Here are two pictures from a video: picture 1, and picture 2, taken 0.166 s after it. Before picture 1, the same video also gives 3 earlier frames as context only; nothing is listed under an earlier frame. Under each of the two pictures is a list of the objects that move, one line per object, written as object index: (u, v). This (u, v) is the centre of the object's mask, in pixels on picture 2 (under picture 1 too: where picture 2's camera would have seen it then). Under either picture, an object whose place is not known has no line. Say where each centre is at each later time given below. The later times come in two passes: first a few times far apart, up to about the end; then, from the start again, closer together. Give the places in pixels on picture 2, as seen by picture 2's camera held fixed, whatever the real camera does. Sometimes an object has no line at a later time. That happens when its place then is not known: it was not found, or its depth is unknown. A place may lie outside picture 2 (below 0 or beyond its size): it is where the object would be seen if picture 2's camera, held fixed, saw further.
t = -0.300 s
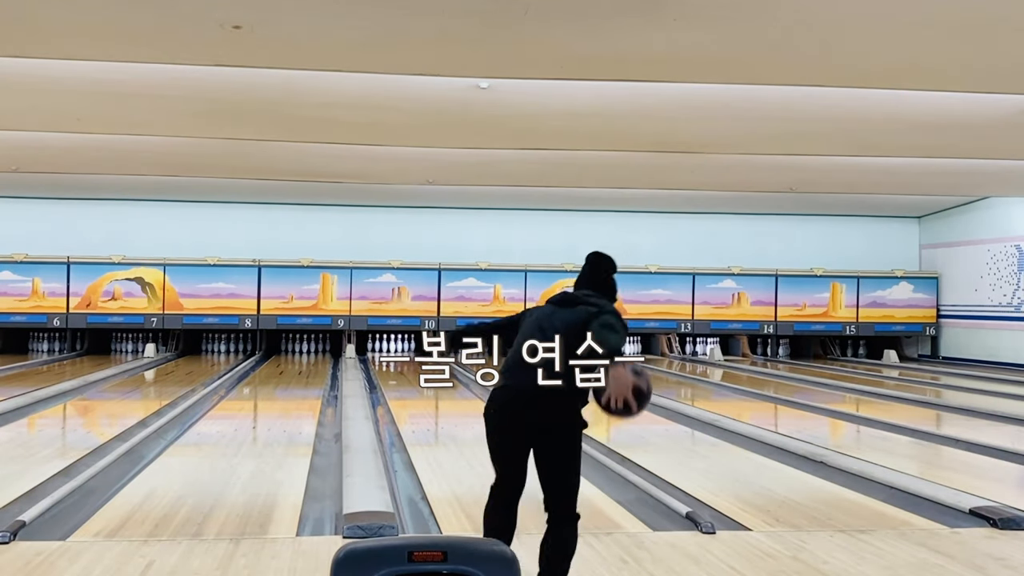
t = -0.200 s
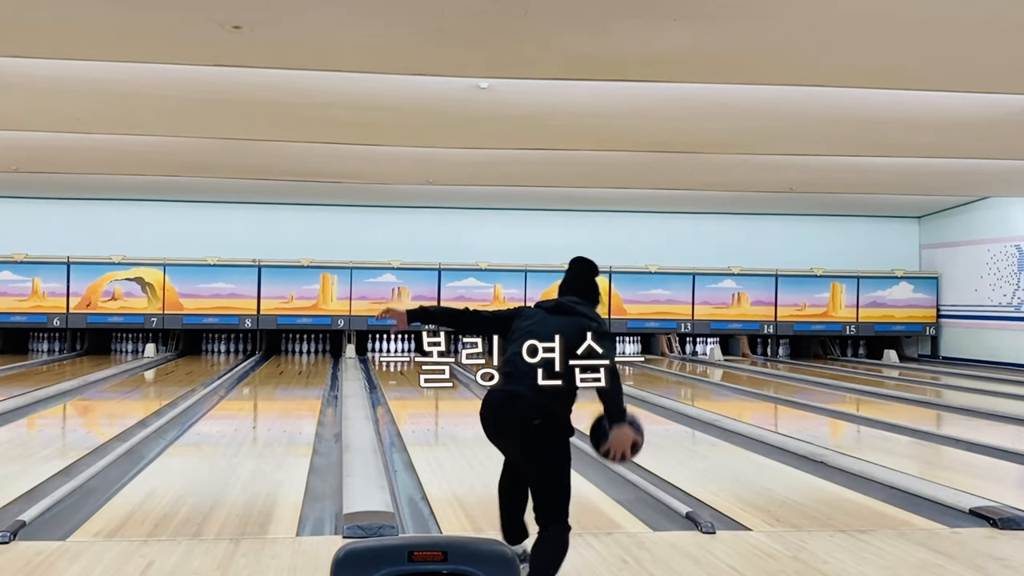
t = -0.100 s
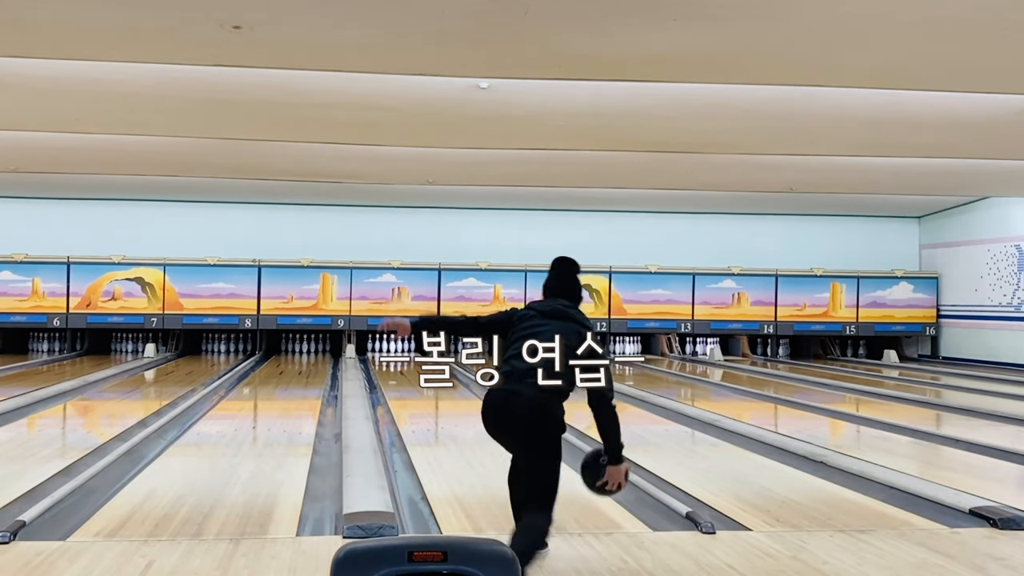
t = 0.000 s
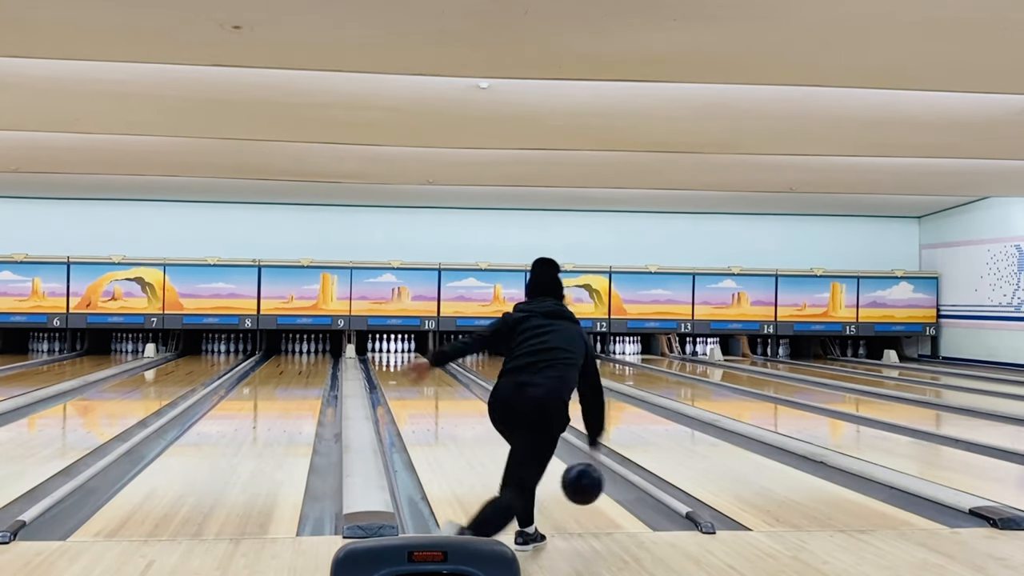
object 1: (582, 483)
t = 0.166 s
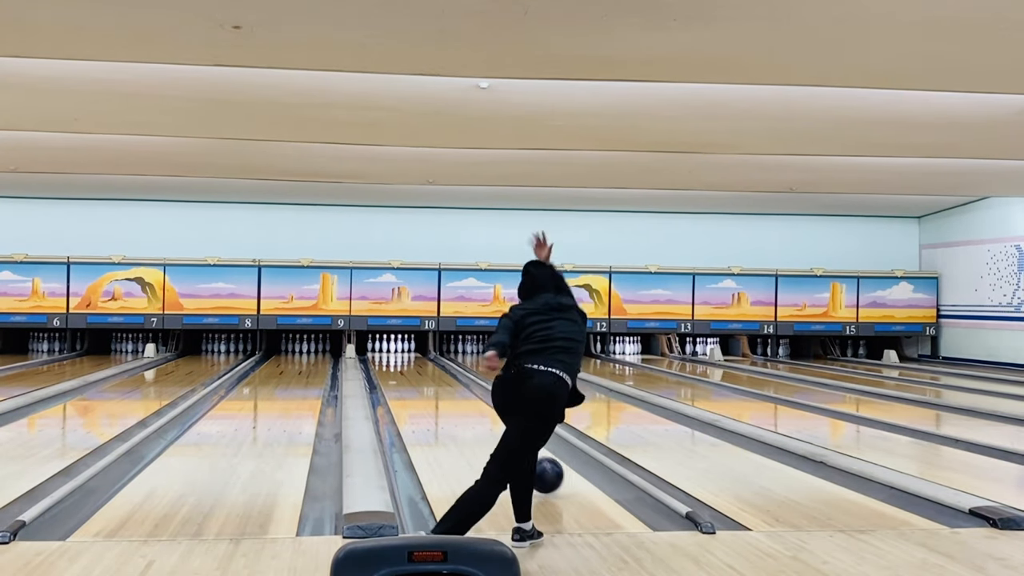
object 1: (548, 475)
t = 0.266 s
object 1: (539, 462)
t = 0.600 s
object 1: (490, 423)
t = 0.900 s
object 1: (467, 402)
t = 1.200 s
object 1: (450, 388)
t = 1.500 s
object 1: (437, 377)
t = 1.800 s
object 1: (426, 369)
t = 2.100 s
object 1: (417, 361)
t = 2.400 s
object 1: (409, 356)
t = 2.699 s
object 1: (402, 351)
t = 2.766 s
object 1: (400, 350)
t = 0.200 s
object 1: (545, 471)
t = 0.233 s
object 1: (541, 467)
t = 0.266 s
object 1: (539, 462)
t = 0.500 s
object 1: (498, 432)
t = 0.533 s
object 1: (497, 430)
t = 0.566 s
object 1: (493, 427)
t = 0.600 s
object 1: (490, 423)
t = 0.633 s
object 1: (487, 421)
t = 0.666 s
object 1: (484, 418)
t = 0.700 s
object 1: (481, 416)
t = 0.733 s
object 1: (479, 413)
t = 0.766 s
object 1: (476, 411)
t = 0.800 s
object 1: (474, 409)
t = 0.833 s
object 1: (472, 407)
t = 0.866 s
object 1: (469, 404)
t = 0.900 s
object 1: (467, 402)
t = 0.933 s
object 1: (465, 400)
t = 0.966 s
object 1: (463, 398)
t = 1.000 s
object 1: (461, 397)
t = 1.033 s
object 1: (459, 395)
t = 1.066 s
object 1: (457, 394)
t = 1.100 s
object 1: (455, 392)
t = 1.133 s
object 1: (453, 391)
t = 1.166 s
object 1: (452, 389)
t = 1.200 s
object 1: (450, 388)
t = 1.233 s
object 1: (449, 386)
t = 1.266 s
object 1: (447, 385)
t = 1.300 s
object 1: (445, 383)
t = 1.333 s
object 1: (444, 382)
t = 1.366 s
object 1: (442, 381)
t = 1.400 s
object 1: (441, 380)
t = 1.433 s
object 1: (439, 379)
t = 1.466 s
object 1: (438, 378)
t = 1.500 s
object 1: (437, 377)
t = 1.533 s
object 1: (436, 376)
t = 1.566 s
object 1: (435, 375)
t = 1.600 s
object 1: (433, 374)
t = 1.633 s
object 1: (432, 373)
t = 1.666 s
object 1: (431, 372)
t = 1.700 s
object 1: (430, 371)
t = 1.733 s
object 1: (428, 370)
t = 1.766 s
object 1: (427, 370)
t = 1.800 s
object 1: (426, 369)
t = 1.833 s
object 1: (424, 368)
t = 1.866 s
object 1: (423, 367)
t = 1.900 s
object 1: (422, 366)
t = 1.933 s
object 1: (422, 365)
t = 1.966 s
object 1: (421, 364)
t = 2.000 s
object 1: (420, 364)
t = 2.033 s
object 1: (419, 363)
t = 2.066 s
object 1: (418, 362)
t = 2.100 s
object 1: (417, 361)
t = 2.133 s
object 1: (416, 360)
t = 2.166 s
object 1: (415, 359)
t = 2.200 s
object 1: (414, 359)
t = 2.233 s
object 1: (414, 358)
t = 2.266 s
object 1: (413, 358)
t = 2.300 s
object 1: (412, 357)
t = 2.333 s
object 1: (411, 356)
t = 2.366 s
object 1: (410, 356)
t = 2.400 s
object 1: (409, 356)
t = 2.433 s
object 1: (408, 355)
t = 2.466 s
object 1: (407, 355)
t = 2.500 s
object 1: (407, 354)
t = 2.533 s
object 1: (406, 353)
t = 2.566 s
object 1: (405, 353)
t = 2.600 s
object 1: (404, 353)
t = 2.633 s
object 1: (403, 352)
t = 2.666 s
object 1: (403, 352)
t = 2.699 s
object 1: (402, 351)
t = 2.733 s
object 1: (401, 351)
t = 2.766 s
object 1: (400, 350)
